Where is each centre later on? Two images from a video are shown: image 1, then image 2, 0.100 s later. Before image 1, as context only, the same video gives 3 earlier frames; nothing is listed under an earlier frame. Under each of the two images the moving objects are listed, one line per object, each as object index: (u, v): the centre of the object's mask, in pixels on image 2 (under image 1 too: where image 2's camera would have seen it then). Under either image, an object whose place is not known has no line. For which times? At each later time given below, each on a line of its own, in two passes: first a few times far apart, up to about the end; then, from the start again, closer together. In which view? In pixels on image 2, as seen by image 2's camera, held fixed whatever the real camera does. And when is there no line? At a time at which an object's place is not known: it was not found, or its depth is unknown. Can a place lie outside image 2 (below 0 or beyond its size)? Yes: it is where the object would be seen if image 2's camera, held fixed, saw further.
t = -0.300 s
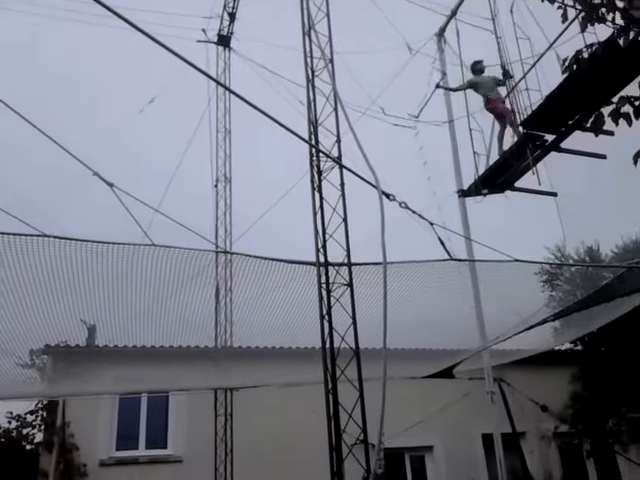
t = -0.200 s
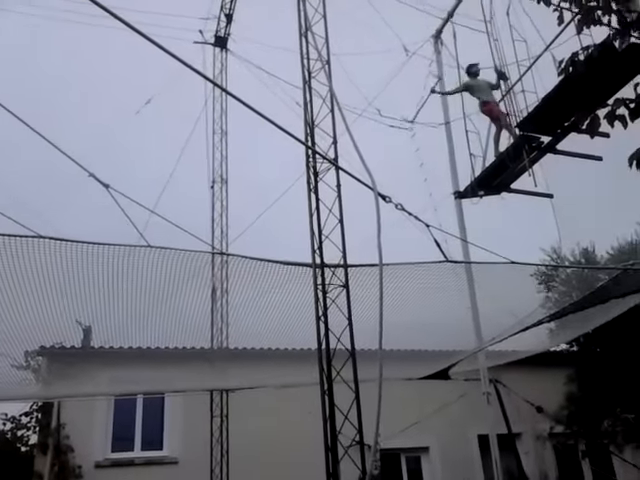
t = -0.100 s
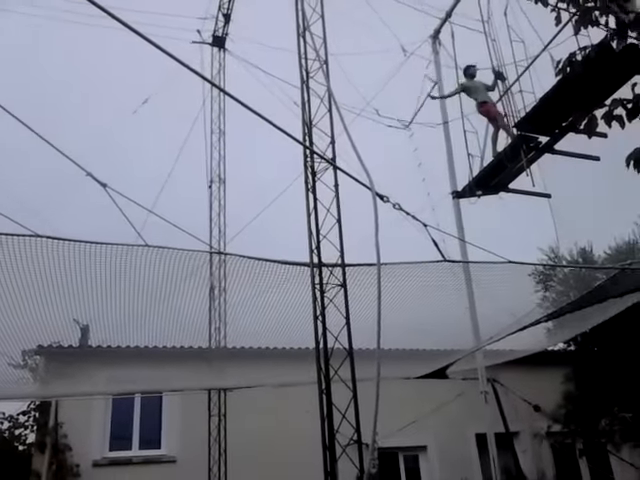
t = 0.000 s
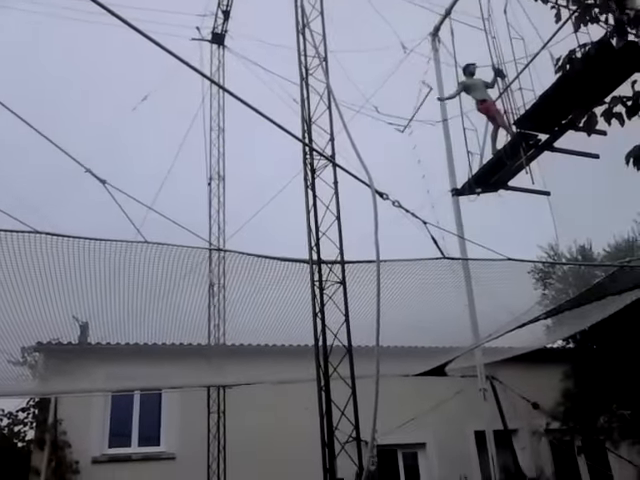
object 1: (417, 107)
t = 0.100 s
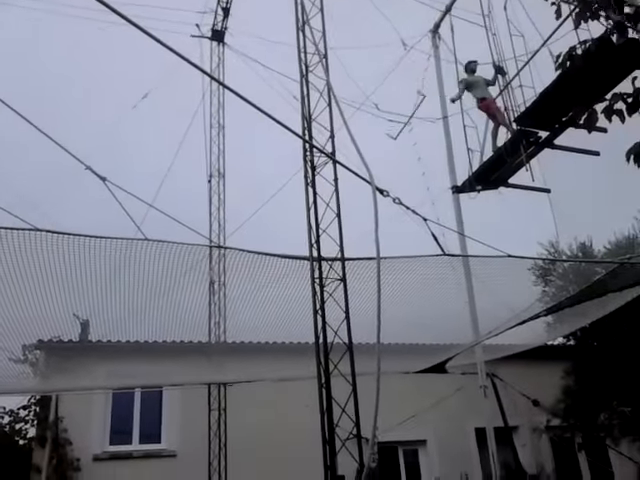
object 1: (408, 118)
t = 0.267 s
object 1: (386, 139)
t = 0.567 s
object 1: (293, 176)
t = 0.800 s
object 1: (196, 162)
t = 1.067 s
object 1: (87, 111)
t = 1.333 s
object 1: (26, 63)
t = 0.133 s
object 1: (405, 122)
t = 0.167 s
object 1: (401, 125)
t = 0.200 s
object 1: (396, 130)
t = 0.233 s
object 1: (392, 135)
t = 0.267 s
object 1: (386, 139)
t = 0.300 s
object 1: (382, 140)
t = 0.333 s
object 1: (371, 149)
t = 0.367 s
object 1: (367, 147)
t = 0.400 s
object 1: (355, 154)
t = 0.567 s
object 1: (293, 176)
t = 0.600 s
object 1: (284, 168)
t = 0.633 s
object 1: (272, 168)
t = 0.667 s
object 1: (257, 168)
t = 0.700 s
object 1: (241, 166)
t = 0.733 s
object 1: (227, 160)
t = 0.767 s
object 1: (205, 158)
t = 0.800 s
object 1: (196, 162)
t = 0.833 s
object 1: (180, 157)
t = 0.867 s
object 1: (164, 154)
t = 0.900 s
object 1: (151, 147)
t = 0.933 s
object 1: (137, 140)
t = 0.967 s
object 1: (124, 135)
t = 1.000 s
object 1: (112, 128)
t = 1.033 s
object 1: (98, 118)
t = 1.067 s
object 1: (87, 111)
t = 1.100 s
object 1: (76, 106)
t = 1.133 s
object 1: (67, 101)
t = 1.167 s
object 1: (58, 93)
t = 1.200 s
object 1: (46, 83)
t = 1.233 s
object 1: (38, 76)
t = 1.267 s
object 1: (35, 72)
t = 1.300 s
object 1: (30, 66)
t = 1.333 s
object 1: (26, 63)
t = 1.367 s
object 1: (26, 62)
